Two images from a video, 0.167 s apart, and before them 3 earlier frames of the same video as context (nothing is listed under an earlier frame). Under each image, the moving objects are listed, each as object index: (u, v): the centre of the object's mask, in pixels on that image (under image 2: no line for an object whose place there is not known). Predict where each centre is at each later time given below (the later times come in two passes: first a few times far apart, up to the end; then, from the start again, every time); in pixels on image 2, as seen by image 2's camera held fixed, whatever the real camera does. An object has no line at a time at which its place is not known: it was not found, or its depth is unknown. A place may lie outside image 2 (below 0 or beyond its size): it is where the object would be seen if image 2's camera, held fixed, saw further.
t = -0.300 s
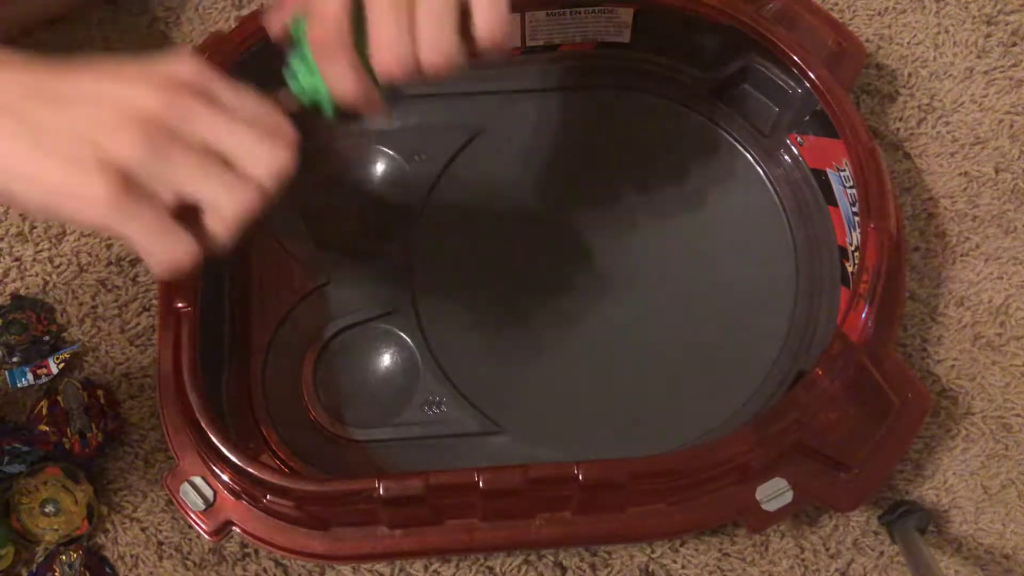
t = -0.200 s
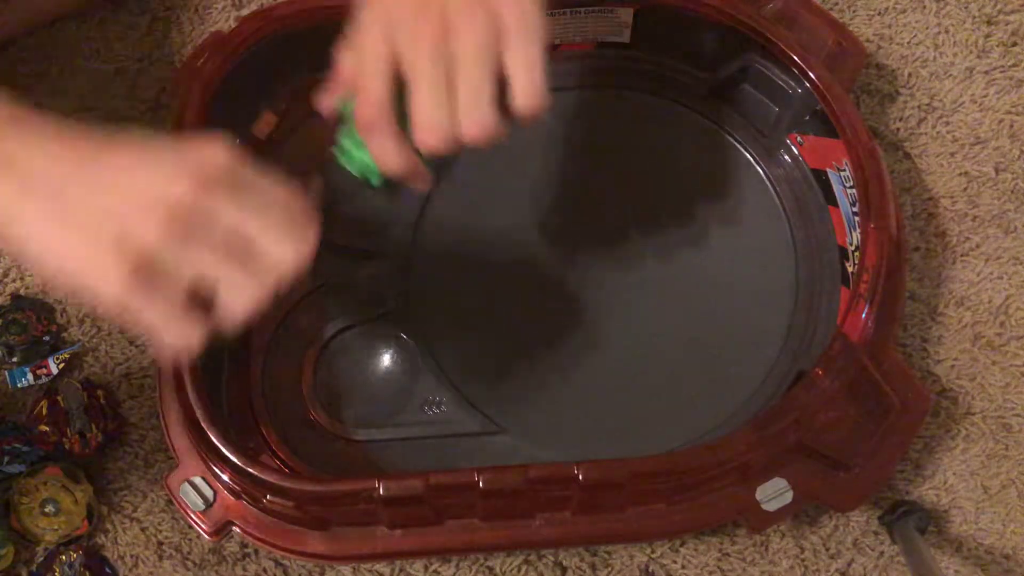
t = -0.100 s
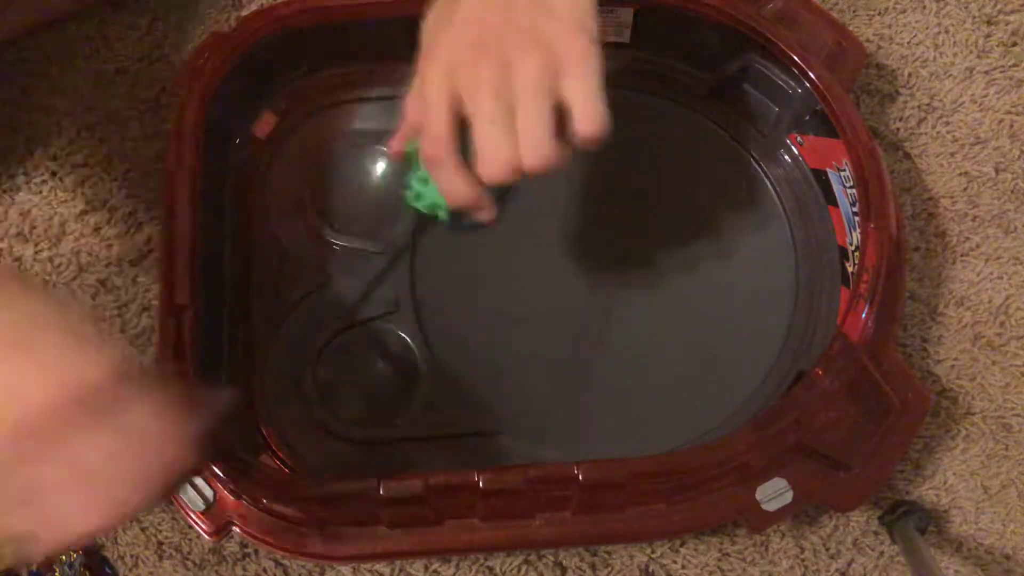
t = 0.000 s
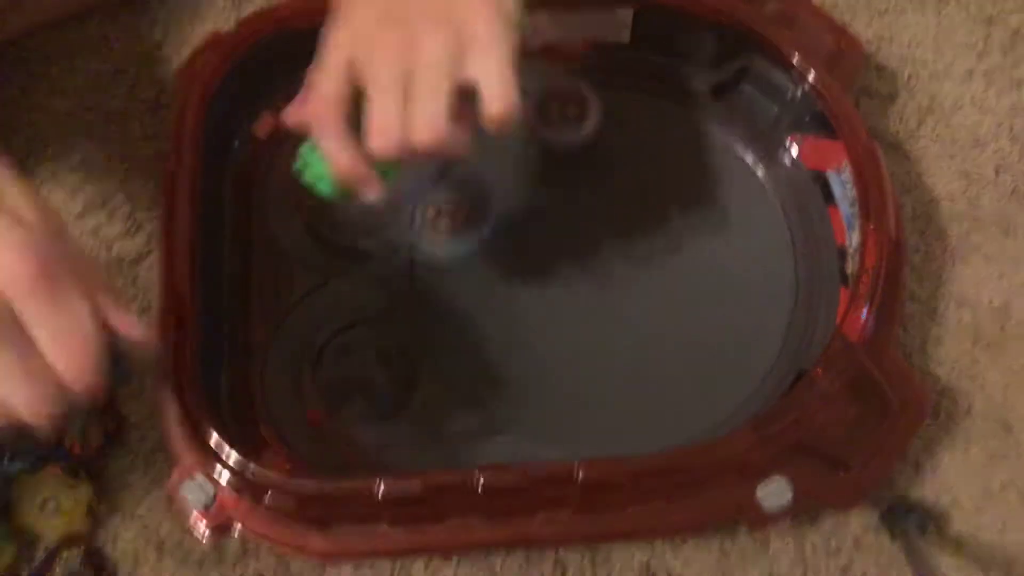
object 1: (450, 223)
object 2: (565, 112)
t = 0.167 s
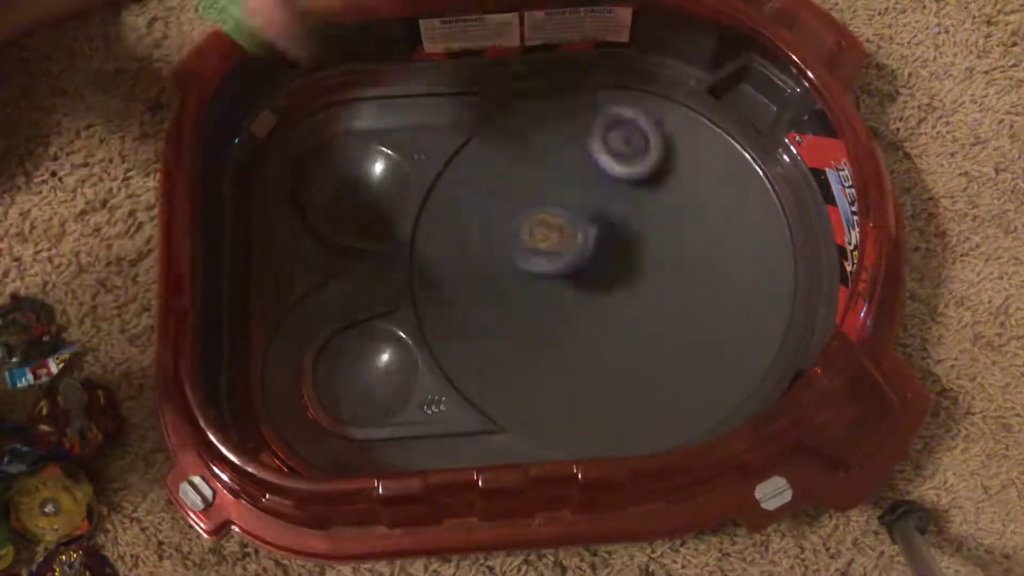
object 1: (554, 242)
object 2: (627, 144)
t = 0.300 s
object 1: (636, 266)
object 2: (661, 189)
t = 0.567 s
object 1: (614, 309)
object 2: (666, 210)
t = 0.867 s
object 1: (566, 324)
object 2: (679, 191)
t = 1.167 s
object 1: (555, 319)
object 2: (680, 160)
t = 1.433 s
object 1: (545, 285)
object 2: (643, 275)
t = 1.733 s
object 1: (514, 244)
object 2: (695, 373)
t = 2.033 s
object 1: (523, 234)
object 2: (648, 307)
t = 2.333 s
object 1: (521, 170)
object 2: (626, 412)
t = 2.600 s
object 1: (525, 192)
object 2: (666, 395)
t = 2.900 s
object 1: (616, 192)
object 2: (588, 285)
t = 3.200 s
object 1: (646, 140)
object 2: (482, 293)
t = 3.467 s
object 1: (634, 191)
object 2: (488, 294)
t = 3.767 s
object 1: (682, 296)
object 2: (563, 223)
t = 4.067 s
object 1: (719, 307)
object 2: (600, 155)
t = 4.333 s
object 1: (672, 303)
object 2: (604, 180)
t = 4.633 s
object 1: (558, 356)
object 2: (654, 197)
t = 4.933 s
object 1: (537, 391)
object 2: (638, 203)
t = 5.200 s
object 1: (548, 341)
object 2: (620, 278)
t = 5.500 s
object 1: (510, 250)
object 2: (703, 259)
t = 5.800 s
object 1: (494, 214)
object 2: (638, 233)
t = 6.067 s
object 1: (505, 176)
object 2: (620, 345)
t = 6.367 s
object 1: (531, 173)
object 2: (667, 421)
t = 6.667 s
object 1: (600, 210)
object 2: (631, 368)
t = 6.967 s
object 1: (672, 238)
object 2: (564, 287)
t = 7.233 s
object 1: (699, 274)
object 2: (569, 210)
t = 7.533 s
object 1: (682, 295)
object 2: (613, 155)
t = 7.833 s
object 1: (591, 303)
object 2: (656, 186)
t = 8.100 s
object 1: (516, 289)
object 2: (653, 258)
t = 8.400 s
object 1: (490, 277)
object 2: (602, 319)
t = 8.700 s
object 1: (525, 227)
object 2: (570, 385)
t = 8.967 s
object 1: (581, 185)
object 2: (600, 386)
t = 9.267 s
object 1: (638, 197)
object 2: (618, 302)
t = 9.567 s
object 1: (687, 240)
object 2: (603, 292)
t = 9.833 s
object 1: (687, 289)
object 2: (584, 291)
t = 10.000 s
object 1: (656, 313)
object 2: (568, 277)
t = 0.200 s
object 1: (584, 253)
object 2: (638, 156)
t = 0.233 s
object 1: (604, 260)
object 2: (642, 172)
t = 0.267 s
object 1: (621, 258)
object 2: (650, 182)
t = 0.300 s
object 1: (636, 266)
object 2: (661, 189)
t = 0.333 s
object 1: (646, 281)
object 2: (667, 194)
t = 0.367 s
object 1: (649, 291)
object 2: (672, 198)
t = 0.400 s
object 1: (648, 293)
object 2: (673, 202)
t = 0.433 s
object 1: (645, 299)
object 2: (673, 205)
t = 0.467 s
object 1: (639, 303)
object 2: (673, 208)
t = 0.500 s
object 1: (630, 306)
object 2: (671, 209)
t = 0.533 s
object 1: (622, 305)
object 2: (669, 210)
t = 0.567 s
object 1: (614, 309)
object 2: (666, 210)
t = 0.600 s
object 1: (606, 311)
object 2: (663, 210)
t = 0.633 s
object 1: (597, 313)
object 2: (661, 209)
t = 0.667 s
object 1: (591, 314)
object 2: (659, 208)
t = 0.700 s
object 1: (585, 317)
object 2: (660, 206)
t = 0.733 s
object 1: (579, 320)
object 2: (661, 204)
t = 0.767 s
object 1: (574, 321)
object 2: (664, 201)
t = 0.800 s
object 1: (571, 321)
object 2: (668, 198)
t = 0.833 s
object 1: (569, 323)
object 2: (673, 194)
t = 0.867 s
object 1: (566, 324)
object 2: (679, 191)
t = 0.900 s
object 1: (565, 326)
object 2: (687, 186)
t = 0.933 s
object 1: (563, 326)
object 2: (694, 180)
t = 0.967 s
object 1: (561, 327)
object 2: (700, 174)
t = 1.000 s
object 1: (560, 326)
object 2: (704, 167)
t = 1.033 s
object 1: (559, 326)
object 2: (706, 160)
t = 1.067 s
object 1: (558, 324)
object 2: (704, 155)
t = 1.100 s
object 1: (557, 323)
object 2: (699, 153)
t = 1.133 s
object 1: (556, 321)
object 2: (690, 156)
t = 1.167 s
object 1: (555, 319)
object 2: (680, 160)
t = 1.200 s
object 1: (554, 316)
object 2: (668, 170)
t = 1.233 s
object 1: (554, 313)
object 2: (660, 182)
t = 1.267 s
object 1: (553, 310)
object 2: (653, 197)
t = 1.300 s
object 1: (552, 306)
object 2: (647, 212)
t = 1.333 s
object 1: (550, 299)
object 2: (644, 227)
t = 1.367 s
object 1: (549, 295)
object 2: (643, 244)
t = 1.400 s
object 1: (547, 290)
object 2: (642, 259)
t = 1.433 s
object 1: (545, 285)
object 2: (643, 275)
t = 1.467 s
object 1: (542, 280)
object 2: (644, 289)
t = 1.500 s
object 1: (539, 275)
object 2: (647, 304)
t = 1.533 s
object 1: (535, 269)
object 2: (650, 318)
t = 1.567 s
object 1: (531, 261)
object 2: (655, 331)
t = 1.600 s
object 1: (526, 256)
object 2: (661, 343)
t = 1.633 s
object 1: (523, 252)
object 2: (669, 354)
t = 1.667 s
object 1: (519, 248)
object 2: (677, 363)
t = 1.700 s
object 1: (516, 245)
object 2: (686, 369)
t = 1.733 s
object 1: (514, 244)
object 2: (695, 373)
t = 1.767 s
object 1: (512, 243)
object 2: (704, 373)
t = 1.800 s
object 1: (512, 242)
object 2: (710, 369)
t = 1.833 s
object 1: (511, 241)
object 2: (712, 361)
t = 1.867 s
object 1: (512, 239)
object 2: (709, 351)
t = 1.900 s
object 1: (513, 239)
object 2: (702, 339)
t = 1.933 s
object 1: (514, 237)
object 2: (692, 329)
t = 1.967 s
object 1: (516, 237)
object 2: (679, 320)
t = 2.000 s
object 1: (519, 236)
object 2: (663, 312)
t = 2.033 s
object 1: (523, 234)
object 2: (648, 307)
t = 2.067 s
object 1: (527, 232)
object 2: (632, 302)
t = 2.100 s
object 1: (532, 229)
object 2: (615, 297)
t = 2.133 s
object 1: (537, 228)
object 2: (599, 294)
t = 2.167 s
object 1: (538, 217)
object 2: (597, 318)
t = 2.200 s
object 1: (537, 203)
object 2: (601, 348)
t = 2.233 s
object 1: (534, 193)
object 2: (606, 372)
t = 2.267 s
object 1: (529, 183)
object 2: (611, 388)
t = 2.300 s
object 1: (524, 175)
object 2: (618, 401)
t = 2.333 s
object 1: (521, 170)
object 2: (626, 412)
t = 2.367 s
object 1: (516, 166)
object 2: (634, 420)
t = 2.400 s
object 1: (513, 165)
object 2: (642, 425)
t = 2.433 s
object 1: (510, 166)
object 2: (648, 426)
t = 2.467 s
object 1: (508, 169)
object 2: (653, 424)
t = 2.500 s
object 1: (509, 177)
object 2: (658, 421)
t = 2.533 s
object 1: (511, 182)
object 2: (663, 417)
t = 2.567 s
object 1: (517, 186)
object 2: (666, 409)
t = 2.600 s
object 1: (525, 192)
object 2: (666, 395)
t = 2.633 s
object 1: (533, 196)
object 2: (664, 380)
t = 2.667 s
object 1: (541, 196)
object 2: (659, 365)
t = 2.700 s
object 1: (551, 198)
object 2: (652, 350)
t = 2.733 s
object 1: (562, 200)
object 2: (643, 336)
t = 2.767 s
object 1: (573, 200)
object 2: (634, 323)
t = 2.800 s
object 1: (585, 201)
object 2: (624, 310)
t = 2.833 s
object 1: (596, 202)
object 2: (614, 299)
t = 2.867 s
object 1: (607, 199)
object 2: (603, 287)
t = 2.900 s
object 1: (616, 192)
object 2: (588, 285)
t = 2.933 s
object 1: (628, 181)
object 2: (571, 292)
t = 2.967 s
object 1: (637, 175)
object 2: (555, 294)
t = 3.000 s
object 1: (643, 168)
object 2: (542, 293)
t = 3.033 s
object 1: (647, 160)
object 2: (529, 292)
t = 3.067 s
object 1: (649, 153)
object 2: (518, 291)
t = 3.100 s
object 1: (649, 149)
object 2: (507, 291)
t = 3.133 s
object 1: (649, 144)
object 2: (498, 291)
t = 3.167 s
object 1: (648, 142)
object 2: (489, 292)
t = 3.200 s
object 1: (646, 140)
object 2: (482, 293)
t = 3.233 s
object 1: (644, 141)
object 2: (476, 295)
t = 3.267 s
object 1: (641, 142)
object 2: (471, 297)
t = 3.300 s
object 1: (637, 149)
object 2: (469, 299)
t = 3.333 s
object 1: (635, 155)
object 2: (469, 299)
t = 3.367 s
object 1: (635, 163)
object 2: (470, 299)
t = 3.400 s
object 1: (634, 170)
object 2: (474, 298)
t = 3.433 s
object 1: (633, 179)
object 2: (480, 297)
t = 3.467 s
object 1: (634, 191)
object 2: (488, 294)
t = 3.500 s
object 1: (636, 202)
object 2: (496, 290)
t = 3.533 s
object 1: (639, 216)
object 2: (506, 284)
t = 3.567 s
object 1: (642, 227)
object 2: (516, 277)
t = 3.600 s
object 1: (647, 240)
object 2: (525, 268)
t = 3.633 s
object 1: (654, 253)
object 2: (533, 259)
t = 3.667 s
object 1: (660, 266)
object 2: (541, 250)
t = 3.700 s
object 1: (666, 277)
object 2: (548, 241)
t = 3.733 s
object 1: (674, 287)
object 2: (555, 232)
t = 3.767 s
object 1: (682, 296)
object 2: (563, 223)
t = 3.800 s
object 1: (691, 301)
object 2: (569, 213)
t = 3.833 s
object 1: (697, 306)
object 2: (576, 205)
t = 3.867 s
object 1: (704, 309)
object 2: (582, 195)
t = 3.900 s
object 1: (708, 310)
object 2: (587, 187)
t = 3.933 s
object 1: (713, 310)
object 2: (592, 179)
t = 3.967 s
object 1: (715, 310)
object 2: (595, 171)
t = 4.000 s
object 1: (717, 309)
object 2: (598, 165)
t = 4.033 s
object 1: (719, 309)
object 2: (599, 159)
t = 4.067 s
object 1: (719, 307)
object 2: (600, 155)
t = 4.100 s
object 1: (717, 306)
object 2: (601, 153)
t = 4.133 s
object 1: (714, 305)
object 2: (601, 152)
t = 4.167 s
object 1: (710, 304)
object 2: (601, 153)
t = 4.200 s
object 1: (705, 304)
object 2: (601, 156)
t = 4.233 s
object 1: (698, 304)
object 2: (601, 160)
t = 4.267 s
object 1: (690, 303)
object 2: (601, 165)
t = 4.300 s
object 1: (683, 303)
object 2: (602, 172)
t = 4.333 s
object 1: (672, 303)
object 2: (604, 180)
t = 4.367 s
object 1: (662, 305)
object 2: (607, 190)
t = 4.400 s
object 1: (650, 306)
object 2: (612, 200)
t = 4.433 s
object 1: (638, 307)
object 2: (617, 211)
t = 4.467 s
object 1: (625, 310)
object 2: (622, 220)
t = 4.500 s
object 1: (609, 320)
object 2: (631, 219)
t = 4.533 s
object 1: (591, 329)
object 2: (638, 213)
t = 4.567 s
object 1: (579, 340)
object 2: (645, 208)
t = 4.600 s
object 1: (567, 348)
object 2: (650, 202)
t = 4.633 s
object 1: (558, 356)
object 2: (654, 197)
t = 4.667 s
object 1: (548, 362)
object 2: (657, 193)
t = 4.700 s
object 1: (542, 371)
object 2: (657, 190)
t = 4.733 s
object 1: (537, 377)
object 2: (656, 188)
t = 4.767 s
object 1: (535, 382)
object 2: (654, 187)
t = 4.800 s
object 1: (534, 387)
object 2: (651, 187)
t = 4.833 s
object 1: (534, 388)
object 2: (647, 189)
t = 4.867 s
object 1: (536, 390)
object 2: (644, 193)
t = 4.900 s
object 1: (536, 391)
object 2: (641, 197)
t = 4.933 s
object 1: (537, 391)
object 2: (638, 203)
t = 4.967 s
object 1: (538, 389)
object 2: (634, 210)
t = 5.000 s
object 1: (541, 386)
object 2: (631, 219)
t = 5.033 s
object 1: (542, 381)
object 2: (628, 228)
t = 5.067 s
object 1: (544, 374)
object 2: (626, 238)
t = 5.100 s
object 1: (547, 367)
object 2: (624, 248)
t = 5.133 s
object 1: (547, 358)
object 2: (622, 258)
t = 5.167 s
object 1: (548, 349)
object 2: (621, 268)
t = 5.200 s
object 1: (548, 341)
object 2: (620, 278)
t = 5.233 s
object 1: (547, 332)
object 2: (629, 285)
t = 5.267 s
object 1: (540, 319)
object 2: (645, 286)
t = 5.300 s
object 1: (535, 312)
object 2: (657, 286)
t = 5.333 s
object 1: (530, 301)
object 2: (668, 284)
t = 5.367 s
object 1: (526, 291)
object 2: (678, 281)
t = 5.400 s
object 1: (522, 281)
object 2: (687, 277)
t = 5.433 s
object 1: (519, 272)
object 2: (694, 271)
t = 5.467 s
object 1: (515, 261)
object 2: (700, 265)
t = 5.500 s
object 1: (510, 250)
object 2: (703, 259)
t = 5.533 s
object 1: (507, 243)
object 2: (704, 252)
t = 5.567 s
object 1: (503, 234)
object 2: (702, 245)
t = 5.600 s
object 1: (499, 228)
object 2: (697, 239)
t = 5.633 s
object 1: (496, 222)
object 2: (690, 234)
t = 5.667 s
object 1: (495, 219)
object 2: (682, 230)
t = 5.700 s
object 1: (494, 217)
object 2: (671, 229)
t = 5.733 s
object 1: (494, 216)
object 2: (660, 229)
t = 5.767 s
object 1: (493, 216)
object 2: (649, 231)
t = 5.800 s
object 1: (494, 214)
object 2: (638, 233)
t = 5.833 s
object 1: (495, 212)
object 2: (626, 236)
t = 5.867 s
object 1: (497, 211)
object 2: (616, 240)
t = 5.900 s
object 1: (500, 209)
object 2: (605, 245)
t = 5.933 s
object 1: (503, 208)
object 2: (595, 250)
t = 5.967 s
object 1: (508, 207)
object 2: (585, 255)
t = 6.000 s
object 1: (508, 200)
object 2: (592, 283)
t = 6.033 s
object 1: (505, 180)
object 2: (607, 317)
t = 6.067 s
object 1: (505, 176)
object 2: (620, 345)
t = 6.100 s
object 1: (505, 173)
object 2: (630, 367)
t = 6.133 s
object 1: (506, 171)
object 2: (637, 380)
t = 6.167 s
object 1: (506, 169)
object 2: (644, 390)
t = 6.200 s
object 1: (508, 168)
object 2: (650, 397)
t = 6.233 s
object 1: (511, 168)
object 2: (655, 403)
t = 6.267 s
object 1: (514, 168)
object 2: (659, 409)
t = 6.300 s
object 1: (518, 167)
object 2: (663, 414)
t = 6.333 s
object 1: (523, 170)
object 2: (666, 418)
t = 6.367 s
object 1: (531, 173)
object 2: (667, 421)
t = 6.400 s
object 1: (538, 175)
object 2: (665, 419)
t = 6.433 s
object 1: (546, 178)
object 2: (664, 417)
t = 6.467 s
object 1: (555, 182)
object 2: (662, 415)
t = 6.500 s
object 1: (563, 186)
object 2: (659, 412)
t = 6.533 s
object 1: (571, 190)
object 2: (654, 408)
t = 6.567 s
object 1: (579, 197)
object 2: (649, 400)
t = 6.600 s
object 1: (588, 203)
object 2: (644, 390)
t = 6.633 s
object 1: (593, 206)
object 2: (637, 380)
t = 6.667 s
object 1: (600, 210)
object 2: (631, 368)
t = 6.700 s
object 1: (607, 211)
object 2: (625, 356)
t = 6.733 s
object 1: (615, 214)
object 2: (619, 346)
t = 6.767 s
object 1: (621, 217)
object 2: (614, 335)
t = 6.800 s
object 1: (628, 221)
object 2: (608, 324)
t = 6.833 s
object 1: (632, 226)
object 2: (604, 313)
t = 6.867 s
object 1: (640, 228)
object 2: (595, 306)
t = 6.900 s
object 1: (652, 228)
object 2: (582, 302)
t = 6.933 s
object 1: (664, 232)
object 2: (571, 295)
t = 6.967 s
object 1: (672, 238)
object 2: (564, 287)
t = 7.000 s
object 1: (677, 246)
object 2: (561, 276)
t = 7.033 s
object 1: (682, 251)
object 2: (559, 266)
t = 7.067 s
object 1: (688, 256)
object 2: (559, 256)
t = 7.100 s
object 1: (692, 260)
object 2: (559, 247)
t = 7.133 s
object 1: (696, 265)
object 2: (560, 237)
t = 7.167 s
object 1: (698, 269)
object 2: (562, 228)
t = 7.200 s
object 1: (698, 271)
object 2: (566, 219)
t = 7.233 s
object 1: (699, 274)
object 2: (569, 210)
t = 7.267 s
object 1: (700, 277)
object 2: (573, 201)
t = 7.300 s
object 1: (701, 280)
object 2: (576, 194)
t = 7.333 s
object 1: (702, 284)
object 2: (580, 187)
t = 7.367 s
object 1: (702, 287)
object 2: (586, 180)
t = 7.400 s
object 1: (701, 289)
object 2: (591, 174)
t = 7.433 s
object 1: (698, 290)
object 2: (596, 168)
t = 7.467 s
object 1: (695, 293)
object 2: (601, 162)
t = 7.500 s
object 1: (688, 294)
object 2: (607, 158)
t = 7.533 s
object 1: (682, 295)
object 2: (613, 155)
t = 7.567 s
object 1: (675, 298)
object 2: (619, 153)
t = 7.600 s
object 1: (666, 299)
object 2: (626, 152)
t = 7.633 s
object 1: (656, 300)
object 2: (631, 153)
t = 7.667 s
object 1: (646, 301)
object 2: (636, 154)
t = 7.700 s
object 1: (634, 302)
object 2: (641, 158)
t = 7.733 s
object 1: (622, 301)
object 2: (645, 164)
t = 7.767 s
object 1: (612, 302)
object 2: (650, 170)
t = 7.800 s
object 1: (601, 303)
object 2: (653, 178)
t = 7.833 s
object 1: (591, 303)
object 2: (656, 186)
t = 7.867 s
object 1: (579, 303)
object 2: (657, 194)
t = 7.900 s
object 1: (566, 301)
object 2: (659, 204)
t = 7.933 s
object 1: (557, 300)
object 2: (660, 213)
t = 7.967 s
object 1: (546, 296)
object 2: (660, 221)
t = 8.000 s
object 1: (538, 295)
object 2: (659, 230)
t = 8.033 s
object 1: (530, 293)
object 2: (658, 239)
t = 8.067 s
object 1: (522, 291)
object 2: (656, 249)
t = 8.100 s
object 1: (516, 289)
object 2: (653, 258)
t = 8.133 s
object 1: (509, 287)
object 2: (651, 266)
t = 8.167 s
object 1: (504, 286)
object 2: (646, 275)
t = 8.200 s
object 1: (499, 284)
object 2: (642, 282)
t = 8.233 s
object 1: (496, 282)
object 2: (636, 290)
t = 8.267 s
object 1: (493, 280)
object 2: (631, 297)
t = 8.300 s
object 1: (492, 280)
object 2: (625, 304)
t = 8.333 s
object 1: (491, 279)
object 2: (617, 309)
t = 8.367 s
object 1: (490, 278)
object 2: (610, 315)
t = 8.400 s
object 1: (490, 277)
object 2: (602, 319)
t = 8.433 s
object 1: (491, 276)
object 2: (594, 323)
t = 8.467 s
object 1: (493, 275)
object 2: (586, 326)
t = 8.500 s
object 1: (495, 272)
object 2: (578, 327)
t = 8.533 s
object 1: (498, 270)
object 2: (569, 328)
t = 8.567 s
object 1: (502, 266)
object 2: (561, 331)
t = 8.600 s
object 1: (508, 257)
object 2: (561, 347)
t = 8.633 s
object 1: (512, 244)
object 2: (565, 366)
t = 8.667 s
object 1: (518, 234)
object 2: (568, 378)
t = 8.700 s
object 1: (525, 227)
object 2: (570, 385)
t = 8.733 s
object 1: (531, 219)
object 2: (573, 391)
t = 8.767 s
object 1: (538, 212)
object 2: (576, 398)
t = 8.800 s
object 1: (547, 203)
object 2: (580, 403)
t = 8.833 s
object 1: (552, 200)
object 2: (584, 404)
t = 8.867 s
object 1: (560, 195)
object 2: (590, 404)
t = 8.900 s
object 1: (566, 190)
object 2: (593, 401)
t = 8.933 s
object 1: (574, 187)
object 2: (598, 394)
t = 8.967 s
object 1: (581, 185)
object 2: (600, 386)
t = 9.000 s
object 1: (586, 183)
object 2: (603, 378)
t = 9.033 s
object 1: (593, 182)
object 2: (605, 369)
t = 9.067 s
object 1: (601, 182)
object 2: (607, 358)
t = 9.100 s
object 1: (607, 183)
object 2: (608, 348)
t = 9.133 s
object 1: (614, 184)
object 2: (610, 339)
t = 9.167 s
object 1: (620, 186)
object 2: (612, 329)
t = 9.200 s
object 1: (625, 190)
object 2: (613, 319)
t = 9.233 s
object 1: (632, 193)
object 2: (615, 311)
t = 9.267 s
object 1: (638, 197)
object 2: (618, 302)
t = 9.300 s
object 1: (643, 201)
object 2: (621, 291)
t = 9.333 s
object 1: (647, 203)
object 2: (618, 288)
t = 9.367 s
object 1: (655, 204)
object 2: (613, 295)
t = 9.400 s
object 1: (661, 209)
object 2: (607, 298)
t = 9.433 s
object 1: (666, 215)
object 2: (604, 297)
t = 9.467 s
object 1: (670, 222)
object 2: (603, 295)
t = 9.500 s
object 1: (673, 228)
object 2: (608, 292)
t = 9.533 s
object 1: (680, 233)
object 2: (606, 291)
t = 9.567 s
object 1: (687, 240)
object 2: (603, 292)
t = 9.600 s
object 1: (692, 247)
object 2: (600, 294)
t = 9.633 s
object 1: (696, 256)
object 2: (598, 295)
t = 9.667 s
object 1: (696, 263)
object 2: (596, 295)
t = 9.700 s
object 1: (696, 268)
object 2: (592, 294)
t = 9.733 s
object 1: (696, 275)
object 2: (591, 295)
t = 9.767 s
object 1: (693, 280)
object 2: (588, 292)
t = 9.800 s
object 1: (690, 285)
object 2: (585, 291)
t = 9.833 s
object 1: (687, 289)
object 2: (584, 291)
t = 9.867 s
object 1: (681, 292)
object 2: (581, 287)
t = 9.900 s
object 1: (677, 298)
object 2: (577, 286)
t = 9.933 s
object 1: (671, 304)
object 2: (575, 283)
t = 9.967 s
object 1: (664, 307)
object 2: (571, 279)
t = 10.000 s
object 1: (656, 313)
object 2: (568, 277)
